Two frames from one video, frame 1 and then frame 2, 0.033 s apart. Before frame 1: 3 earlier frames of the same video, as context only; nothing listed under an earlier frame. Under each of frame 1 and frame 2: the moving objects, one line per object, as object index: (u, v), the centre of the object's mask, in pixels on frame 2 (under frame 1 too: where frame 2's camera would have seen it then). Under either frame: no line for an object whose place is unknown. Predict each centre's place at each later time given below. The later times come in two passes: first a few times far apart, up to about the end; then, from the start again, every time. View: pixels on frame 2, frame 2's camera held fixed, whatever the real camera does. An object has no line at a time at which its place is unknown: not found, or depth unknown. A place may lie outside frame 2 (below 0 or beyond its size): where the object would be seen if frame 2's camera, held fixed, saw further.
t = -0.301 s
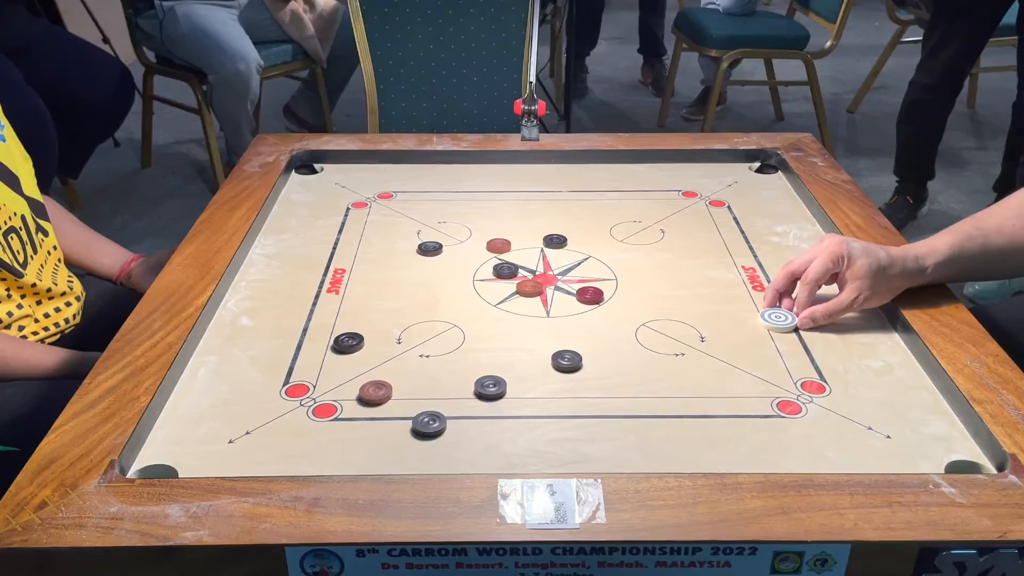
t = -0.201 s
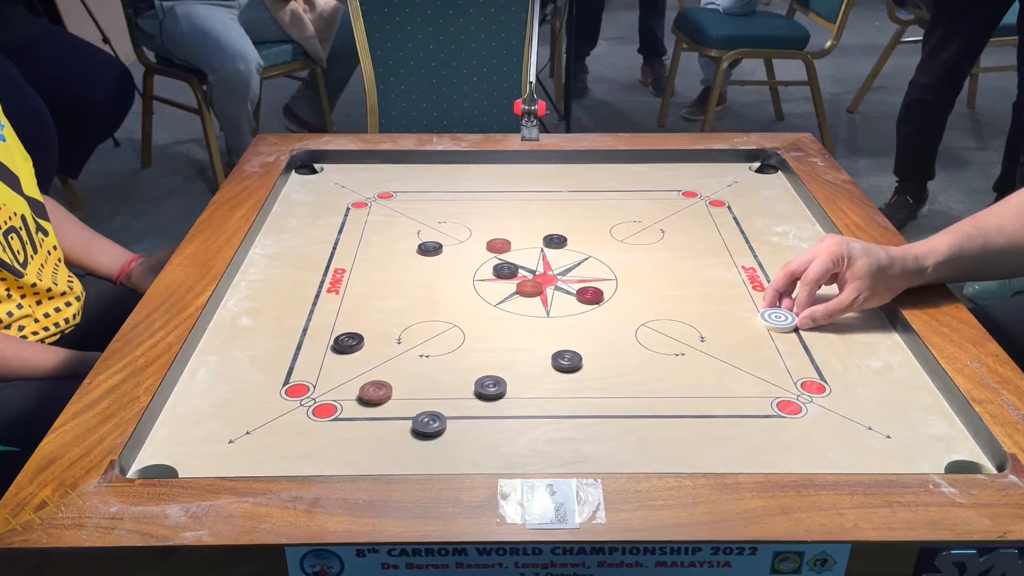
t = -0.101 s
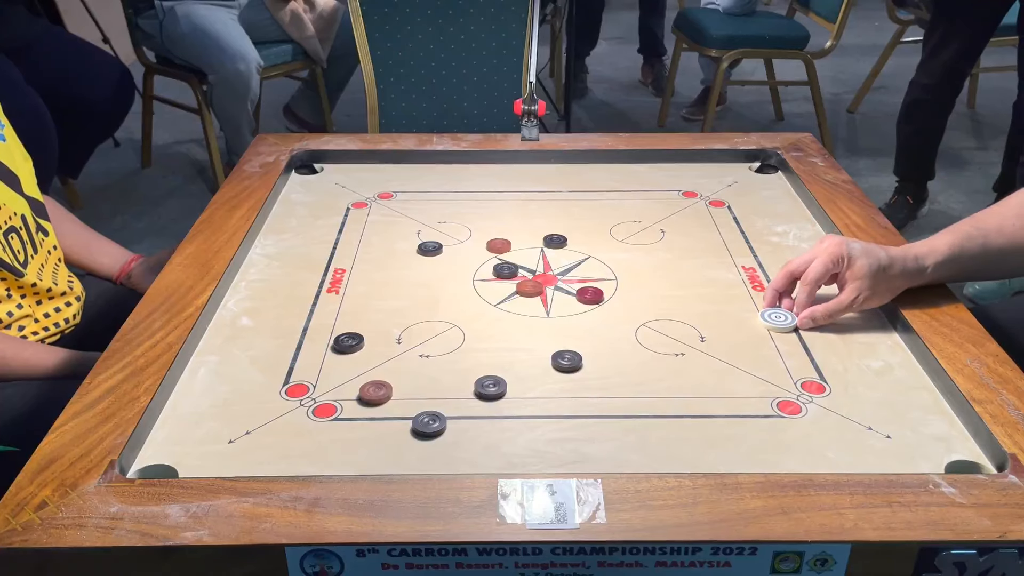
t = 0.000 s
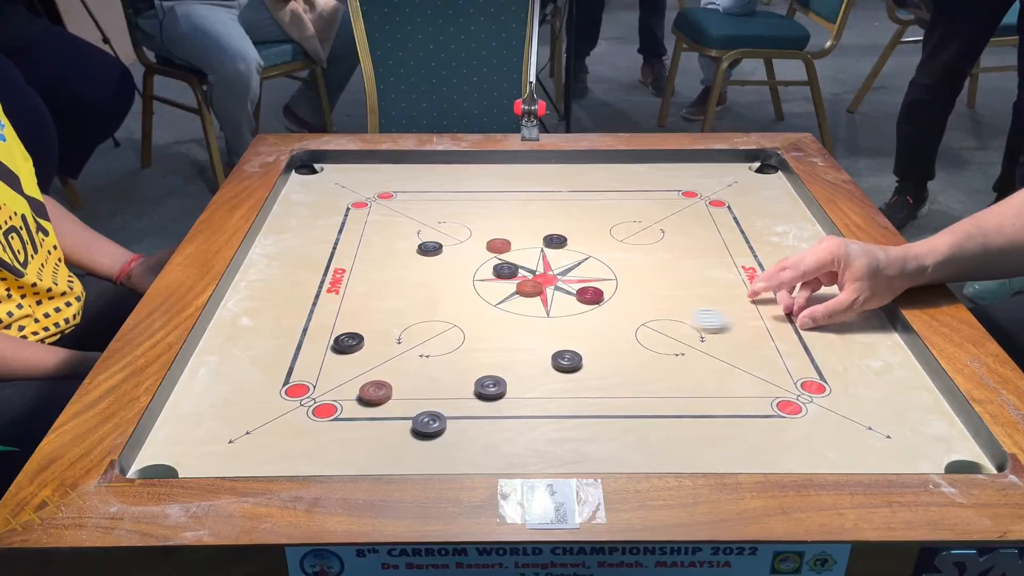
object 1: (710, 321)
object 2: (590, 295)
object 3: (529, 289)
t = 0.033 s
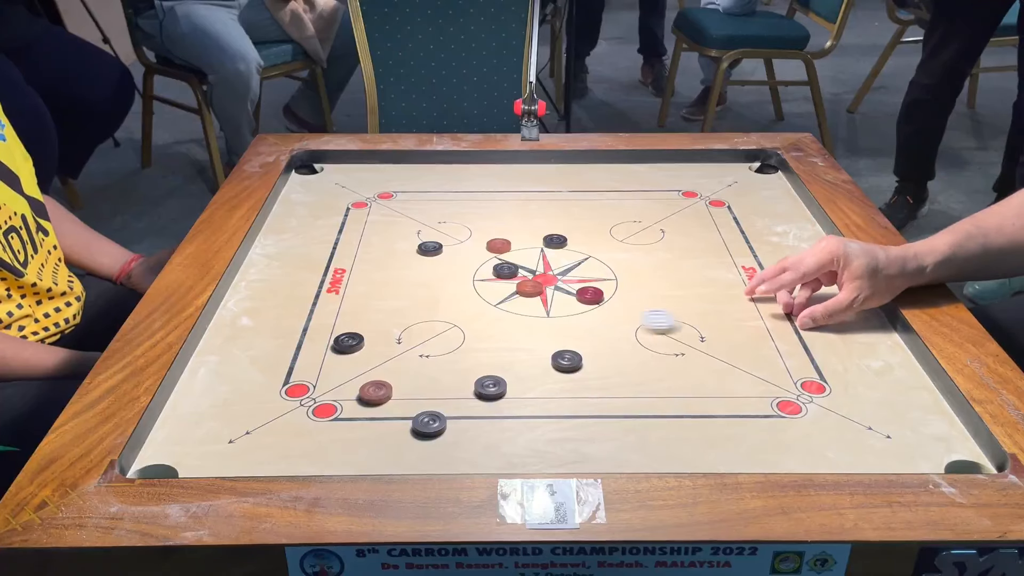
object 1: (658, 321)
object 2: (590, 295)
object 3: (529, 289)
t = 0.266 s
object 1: (324, 322)
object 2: (590, 295)
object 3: (529, 289)
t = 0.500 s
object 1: (382, 305)
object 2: (590, 295)
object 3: (529, 288)
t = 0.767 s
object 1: (562, 303)
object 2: (591, 295)
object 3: (612, 263)
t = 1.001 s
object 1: (611, 316)
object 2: (650, 280)
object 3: (730, 226)
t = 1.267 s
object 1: (623, 320)
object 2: (669, 274)
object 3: (775, 203)
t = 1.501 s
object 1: (623, 320)
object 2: (669, 274)
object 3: (748, 198)
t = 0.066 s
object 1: (609, 322)
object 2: (590, 295)
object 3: (529, 289)
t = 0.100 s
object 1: (559, 323)
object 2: (590, 295)
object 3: (529, 289)
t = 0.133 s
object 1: (511, 324)
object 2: (590, 295)
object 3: (529, 289)
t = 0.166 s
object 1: (462, 324)
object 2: (590, 295)
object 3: (529, 289)
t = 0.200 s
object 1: (415, 325)
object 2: (590, 295)
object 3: (529, 289)
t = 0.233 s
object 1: (369, 324)
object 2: (590, 295)
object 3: (529, 289)
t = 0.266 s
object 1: (324, 322)
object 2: (590, 295)
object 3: (529, 289)
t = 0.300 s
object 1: (284, 319)
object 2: (590, 295)
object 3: (529, 289)
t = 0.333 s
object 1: (244, 316)
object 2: (590, 295)
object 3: (529, 289)
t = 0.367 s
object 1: (250, 313)
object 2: (590, 295)
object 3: (529, 289)
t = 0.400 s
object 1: (285, 312)
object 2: (590, 295)
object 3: (529, 289)
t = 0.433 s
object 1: (318, 310)
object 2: (590, 295)
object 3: (529, 289)
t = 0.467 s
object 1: (351, 307)
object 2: (590, 295)
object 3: (529, 288)
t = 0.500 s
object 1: (382, 305)
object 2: (590, 295)
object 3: (529, 288)
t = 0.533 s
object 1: (413, 303)
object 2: (590, 295)
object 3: (529, 288)
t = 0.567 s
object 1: (442, 302)
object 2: (590, 295)
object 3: (529, 288)
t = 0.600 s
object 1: (470, 300)
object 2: (590, 295)
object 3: (529, 288)
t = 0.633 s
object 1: (498, 298)
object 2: (590, 295)
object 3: (529, 288)
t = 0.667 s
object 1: (517, 299)
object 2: (590, 295)
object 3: (546, 282)
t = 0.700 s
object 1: (533, 301)
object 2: (590, 295)
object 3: (571, 276)
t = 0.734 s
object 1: (548, 302)
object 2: (589, 295)
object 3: (591, 269)
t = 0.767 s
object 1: (562, 303)
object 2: (591, 295)
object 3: (612, 263)
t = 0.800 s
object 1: (572, 305)
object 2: (601, 292)
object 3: (632, 256)
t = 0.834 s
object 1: (580, 308)
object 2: (611, 290)
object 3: (650, 251)
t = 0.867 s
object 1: (588, 310)
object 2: (620, 287)
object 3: (668, 245)
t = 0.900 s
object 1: (595, 311)
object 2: (629, 285)
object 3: (685, 240)
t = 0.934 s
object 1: (601, 313)
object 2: (637, 283)
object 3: (701, 235)
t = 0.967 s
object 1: (606, 314)
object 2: (644, 281)
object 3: (715, 230)
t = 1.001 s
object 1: (611, 316)
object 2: (650, 280)
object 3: (730, 226)
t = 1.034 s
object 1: (615, 317)
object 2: (655, 278)
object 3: (743, 222)
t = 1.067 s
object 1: (617, 318)
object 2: (659, 277)
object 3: (757, 218)
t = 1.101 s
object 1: (620, 319)
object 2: (663, 276)
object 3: (769, 214)
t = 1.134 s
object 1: (621, 319)
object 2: (666, 275)
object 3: (780, 211)
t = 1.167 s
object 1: (622, 320)
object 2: (668, 275)
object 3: (791, 207)
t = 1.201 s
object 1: (623, 320)
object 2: (669, 274)
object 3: (790, 205)
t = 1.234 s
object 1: (623, 320)
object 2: (669, 274)
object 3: (782, 204)
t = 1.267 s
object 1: (623, 320)
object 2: (669, 274)
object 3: (775, 203)
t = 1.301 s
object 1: (623, 320)
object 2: (669, 274)
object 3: (769, 202)
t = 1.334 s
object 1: (623, 320)
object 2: (669, 274)
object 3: (763, 201)
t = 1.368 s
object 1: (623, 320)
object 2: (669, 274)
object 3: (759, 200)
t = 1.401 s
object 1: (623, 320)
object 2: (669, 274)
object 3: (755, 199)
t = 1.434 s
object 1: (623, 320)
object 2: (669, 274)
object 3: (752, 199)
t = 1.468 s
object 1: (623, 320)
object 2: (669, 274)
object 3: (750, 198)
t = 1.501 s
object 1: (623, 320)
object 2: (669, 274)
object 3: (748, 198)
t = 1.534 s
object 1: (623, 320)
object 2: (669, 274)
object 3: (748, 198)
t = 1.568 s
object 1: (623, 320)
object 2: (669, 274)
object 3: (748, 198)
